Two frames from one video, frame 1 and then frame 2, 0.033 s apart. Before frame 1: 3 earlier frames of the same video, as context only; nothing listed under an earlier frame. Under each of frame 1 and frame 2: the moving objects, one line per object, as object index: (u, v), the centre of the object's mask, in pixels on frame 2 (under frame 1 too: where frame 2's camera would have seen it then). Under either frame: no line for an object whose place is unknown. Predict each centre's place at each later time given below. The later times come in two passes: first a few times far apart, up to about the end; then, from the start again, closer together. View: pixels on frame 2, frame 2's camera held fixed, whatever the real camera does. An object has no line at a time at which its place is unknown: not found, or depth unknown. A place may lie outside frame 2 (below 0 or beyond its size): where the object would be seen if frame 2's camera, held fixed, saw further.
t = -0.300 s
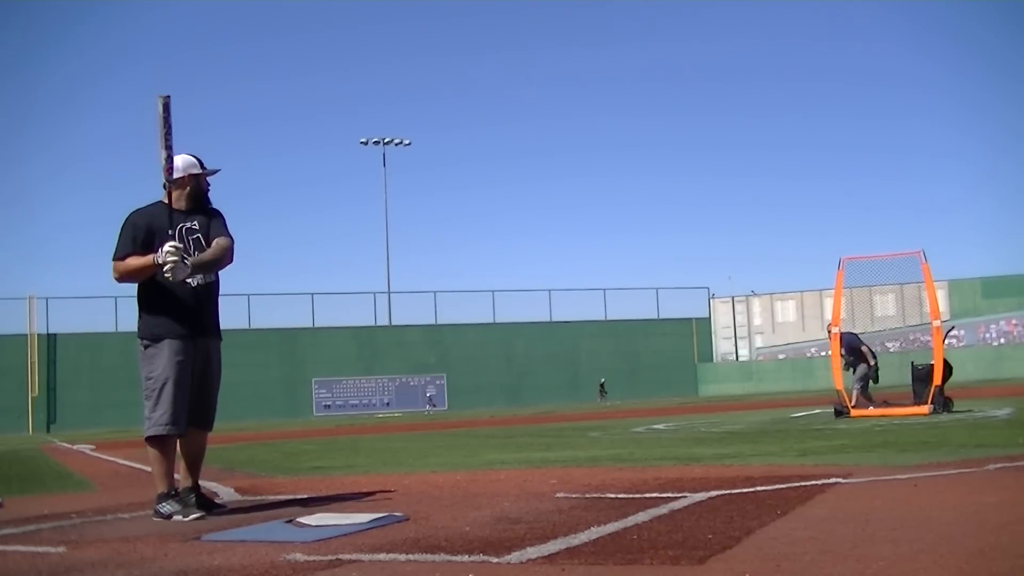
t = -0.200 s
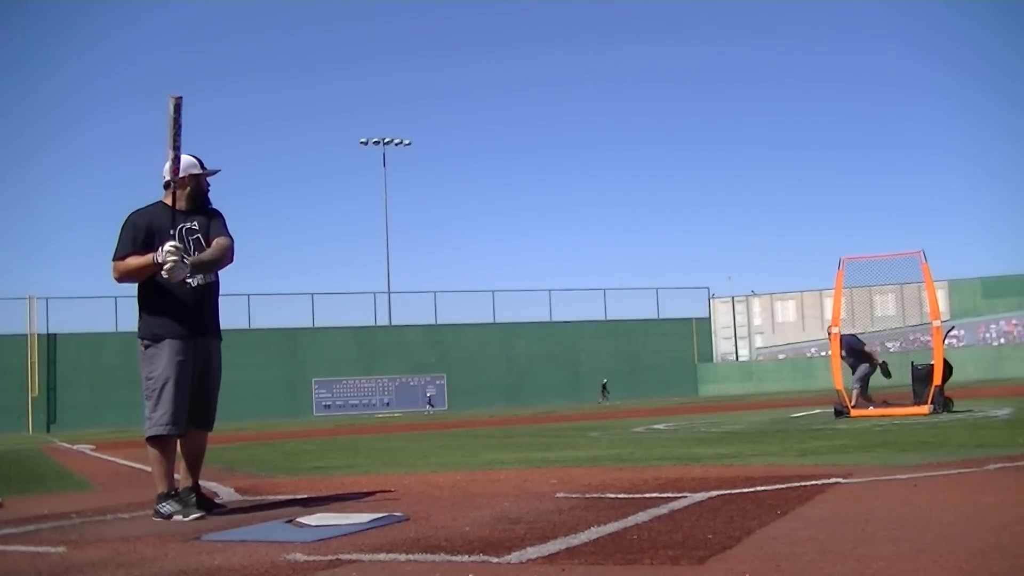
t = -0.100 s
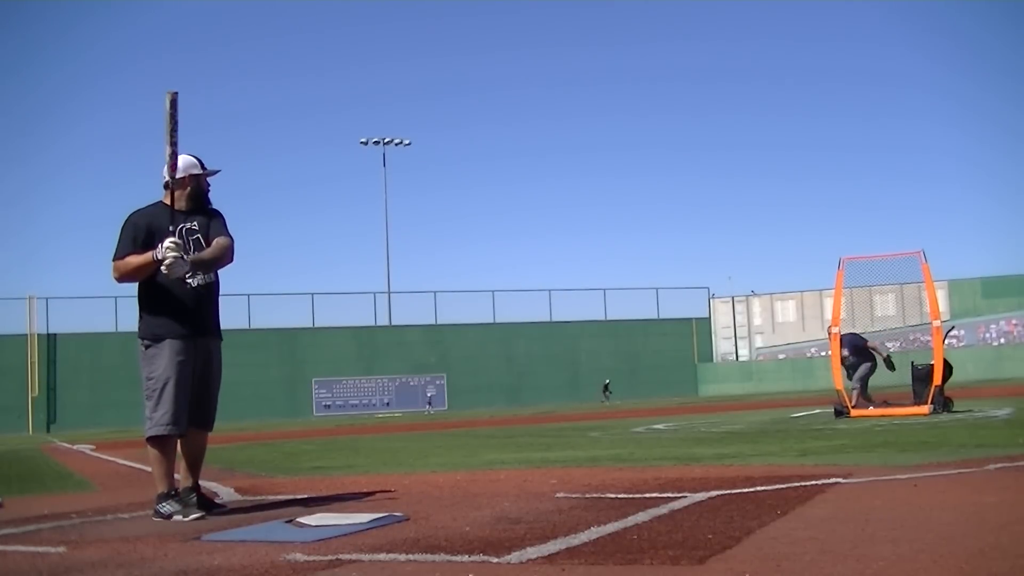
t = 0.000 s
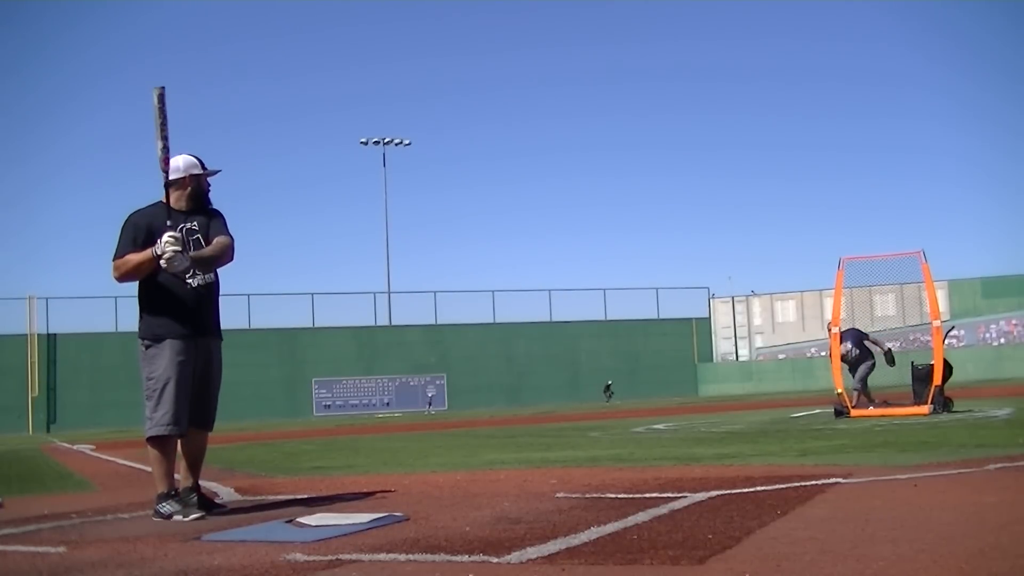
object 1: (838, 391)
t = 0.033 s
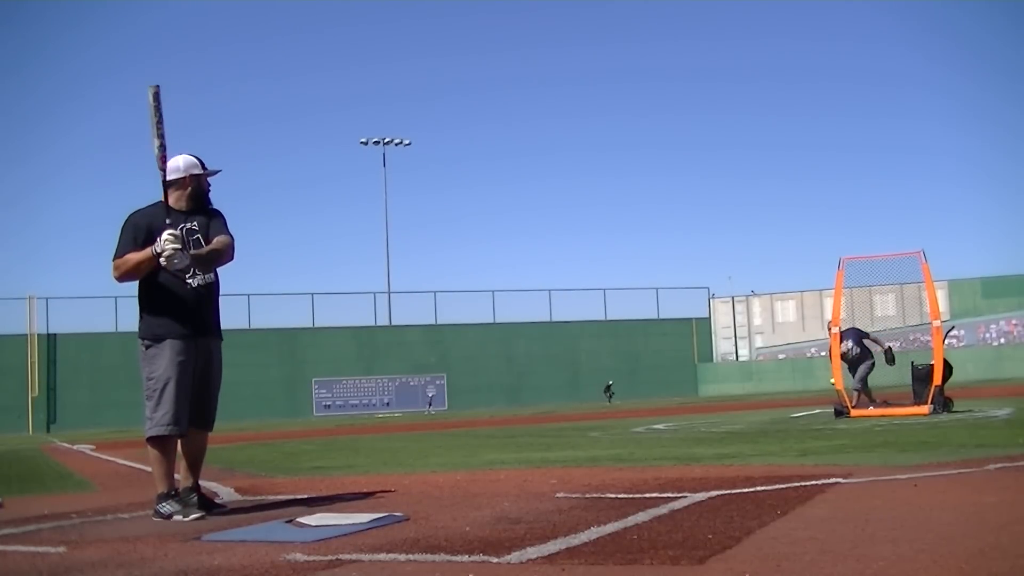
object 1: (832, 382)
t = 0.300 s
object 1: (784, 280)
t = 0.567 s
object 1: (718, 209)
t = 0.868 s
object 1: (611, 195)
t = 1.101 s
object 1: (477, 283)
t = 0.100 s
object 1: (822, 354)
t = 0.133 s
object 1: (816, 341)
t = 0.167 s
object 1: (810, 328)
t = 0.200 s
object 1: (804, 315)
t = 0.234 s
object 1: (798, 303)
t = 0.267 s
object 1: (791, 291)
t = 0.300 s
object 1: (784, 280)
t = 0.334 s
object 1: (777, 269)
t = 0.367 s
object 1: (770, 258)
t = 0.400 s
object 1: (762, 248)
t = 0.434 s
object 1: (754, 239)
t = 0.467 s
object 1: (746, 231)
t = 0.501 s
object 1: (737, 222)
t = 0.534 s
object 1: (728, 215)
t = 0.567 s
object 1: (718, 209)
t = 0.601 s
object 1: (709, 203)
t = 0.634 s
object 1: (698, 198)
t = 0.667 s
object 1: (688, 194)
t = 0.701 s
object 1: (677, 191)
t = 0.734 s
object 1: (665, 189)
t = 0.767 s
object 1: (652, 189)
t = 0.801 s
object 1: (639, 189)
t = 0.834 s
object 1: (625, 192)
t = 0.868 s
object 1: (611, 195)
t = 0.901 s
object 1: (595, 201)
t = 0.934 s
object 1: (579, 208)
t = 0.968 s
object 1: (561, 218)
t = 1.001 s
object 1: (542, 229)
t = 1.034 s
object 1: (522, 244)
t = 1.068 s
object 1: (500, 262)
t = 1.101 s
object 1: (477, 283)
